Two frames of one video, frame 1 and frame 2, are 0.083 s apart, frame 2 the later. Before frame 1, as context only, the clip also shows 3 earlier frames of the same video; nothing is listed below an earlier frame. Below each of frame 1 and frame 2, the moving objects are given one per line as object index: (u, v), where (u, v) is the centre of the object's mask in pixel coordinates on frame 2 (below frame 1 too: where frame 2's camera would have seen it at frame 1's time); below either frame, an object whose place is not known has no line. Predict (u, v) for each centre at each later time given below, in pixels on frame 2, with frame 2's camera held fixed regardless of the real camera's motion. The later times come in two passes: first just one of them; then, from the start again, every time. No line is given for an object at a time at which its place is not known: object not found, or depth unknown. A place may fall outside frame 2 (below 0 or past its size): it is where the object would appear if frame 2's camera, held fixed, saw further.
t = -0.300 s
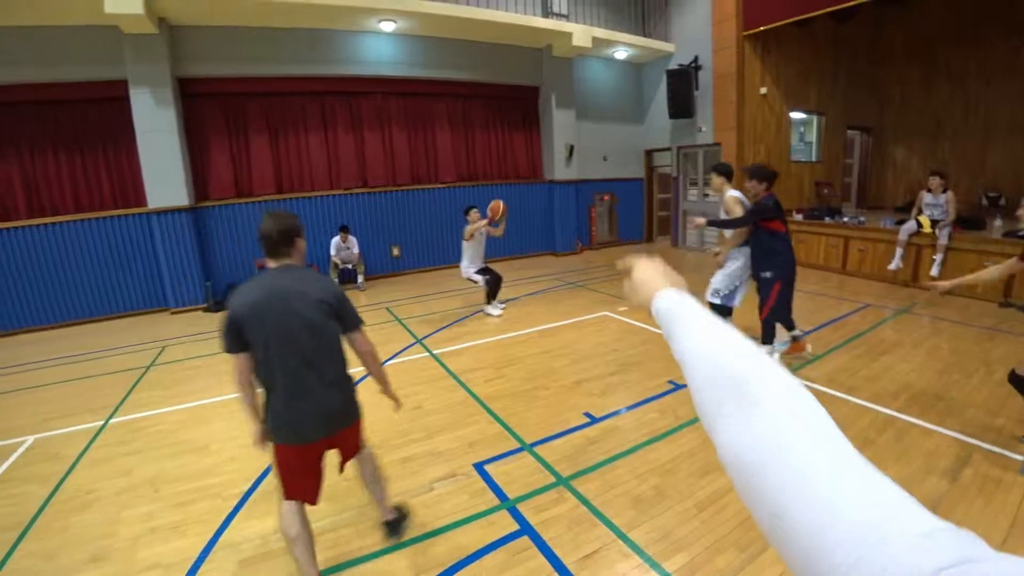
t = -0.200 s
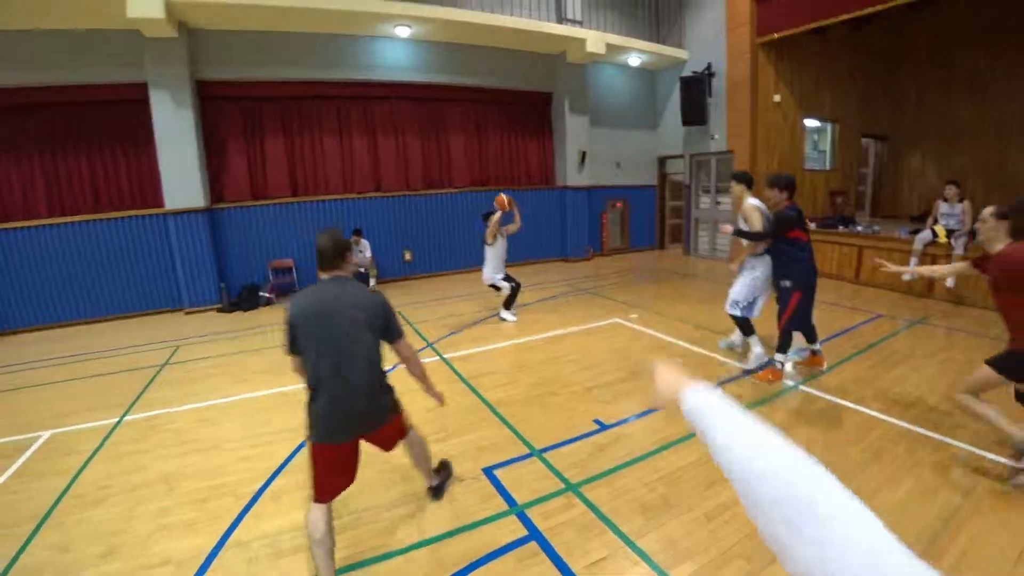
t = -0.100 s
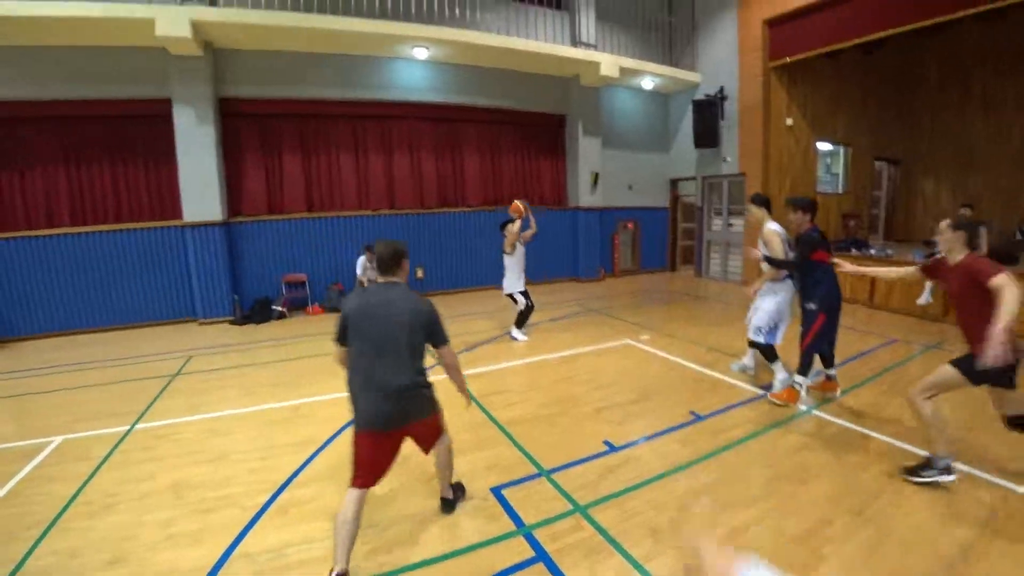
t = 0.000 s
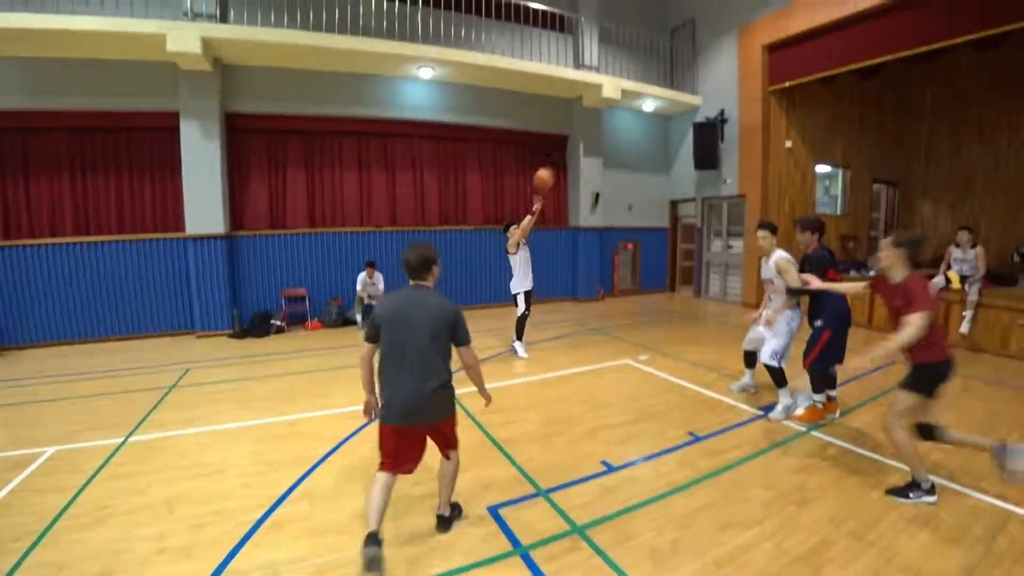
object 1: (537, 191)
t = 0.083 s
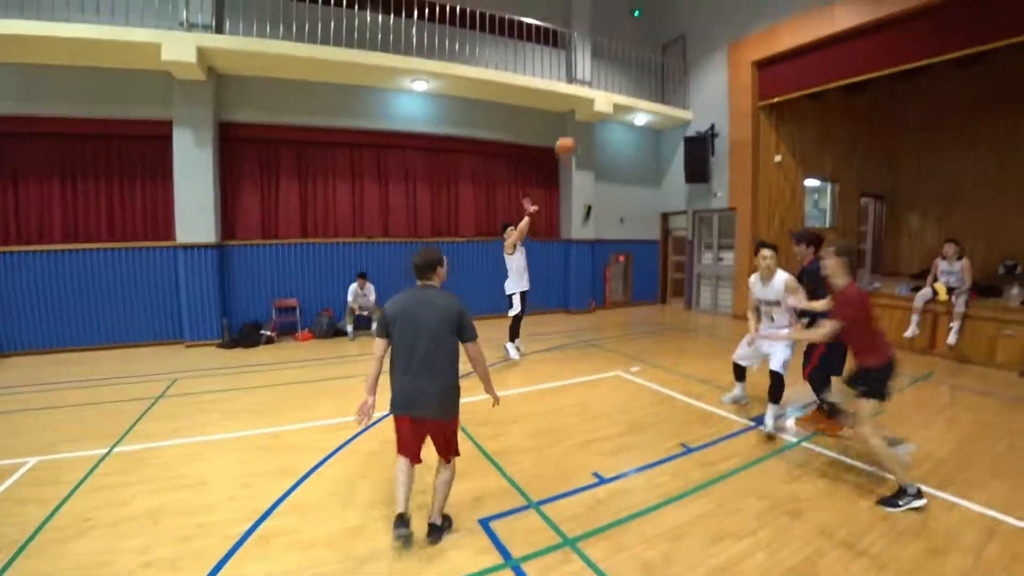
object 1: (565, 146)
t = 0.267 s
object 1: (637, 57)
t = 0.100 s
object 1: (571, 137)
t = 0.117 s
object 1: (577, 130)
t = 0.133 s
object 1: (584, 122)
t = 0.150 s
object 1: (591, 114)
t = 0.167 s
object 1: (598, 105)
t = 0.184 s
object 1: (604, 97)
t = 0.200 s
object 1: (609, 90)
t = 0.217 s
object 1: (618, 81)
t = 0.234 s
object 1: (624, 72)
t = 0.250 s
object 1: (630, 65)
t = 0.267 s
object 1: (637, 57)
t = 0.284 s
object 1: (644, 50)
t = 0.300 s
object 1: (652, 42)
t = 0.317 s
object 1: (658, 35)
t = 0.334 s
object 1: (666, 27)
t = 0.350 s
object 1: (674, 21)
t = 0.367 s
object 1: (681, 14)
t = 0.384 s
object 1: (688, 8)
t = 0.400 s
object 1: (696, 2)
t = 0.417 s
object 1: (704, -5)
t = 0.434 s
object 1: (713, -11)
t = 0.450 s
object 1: (720, -17)
